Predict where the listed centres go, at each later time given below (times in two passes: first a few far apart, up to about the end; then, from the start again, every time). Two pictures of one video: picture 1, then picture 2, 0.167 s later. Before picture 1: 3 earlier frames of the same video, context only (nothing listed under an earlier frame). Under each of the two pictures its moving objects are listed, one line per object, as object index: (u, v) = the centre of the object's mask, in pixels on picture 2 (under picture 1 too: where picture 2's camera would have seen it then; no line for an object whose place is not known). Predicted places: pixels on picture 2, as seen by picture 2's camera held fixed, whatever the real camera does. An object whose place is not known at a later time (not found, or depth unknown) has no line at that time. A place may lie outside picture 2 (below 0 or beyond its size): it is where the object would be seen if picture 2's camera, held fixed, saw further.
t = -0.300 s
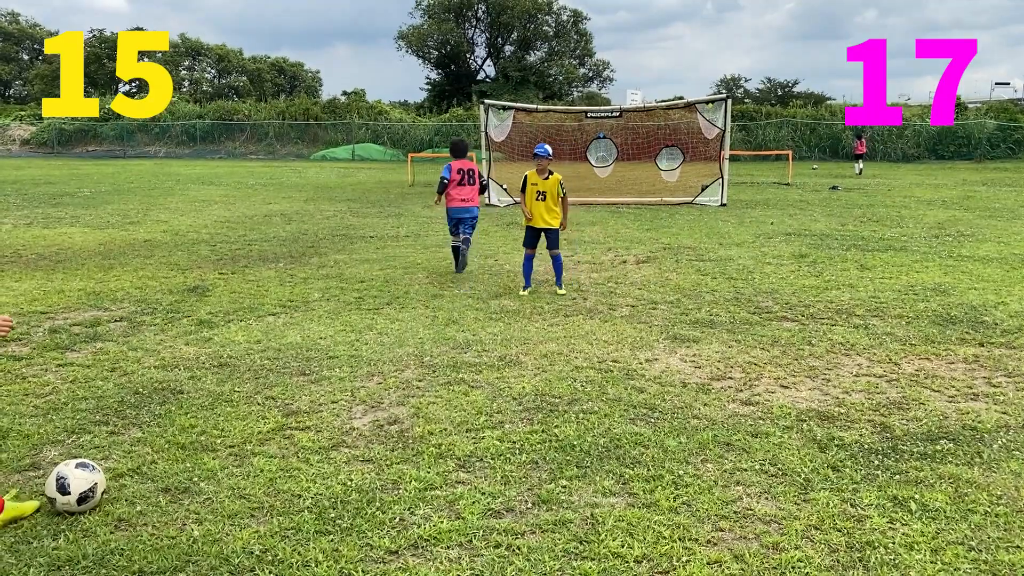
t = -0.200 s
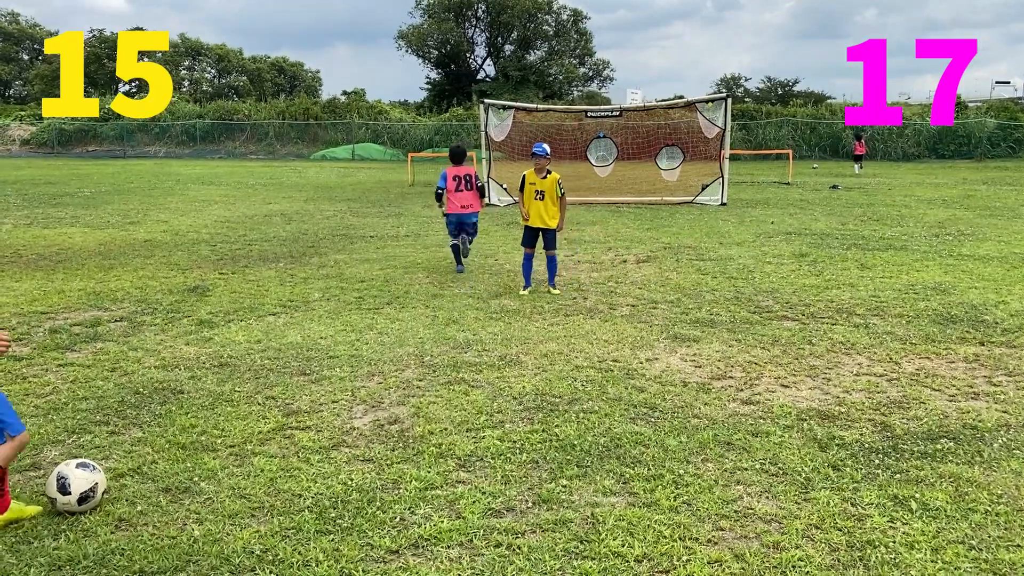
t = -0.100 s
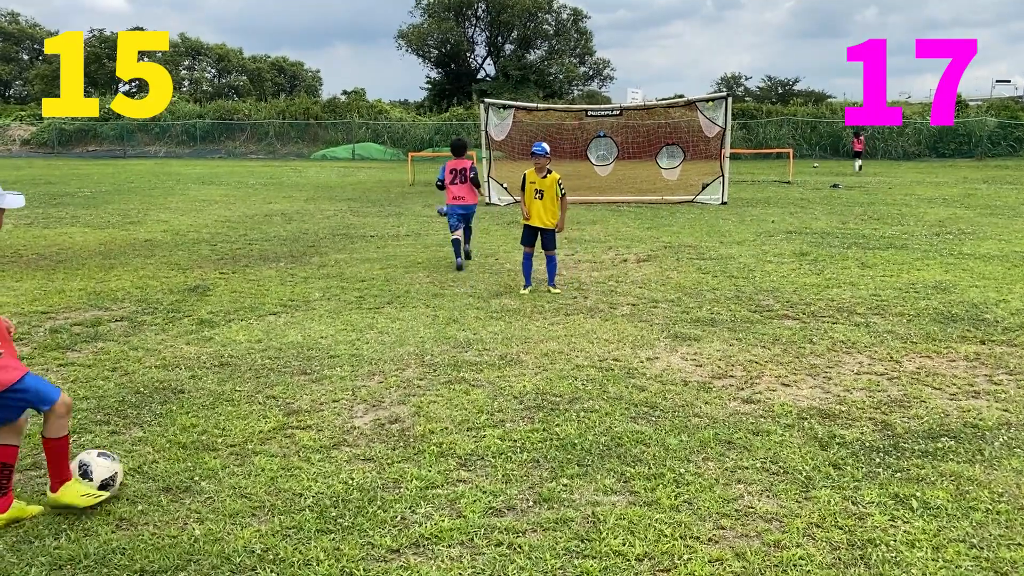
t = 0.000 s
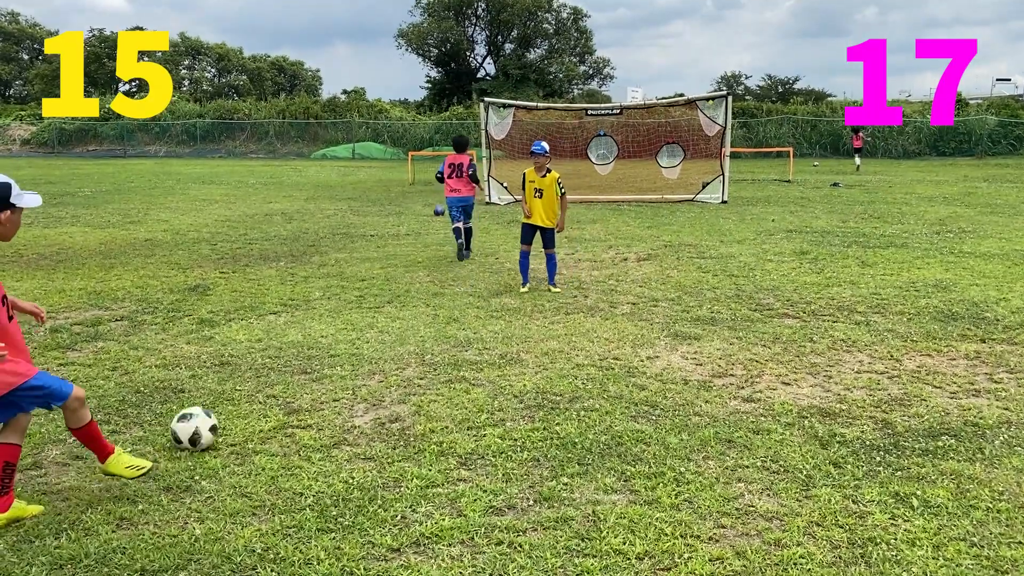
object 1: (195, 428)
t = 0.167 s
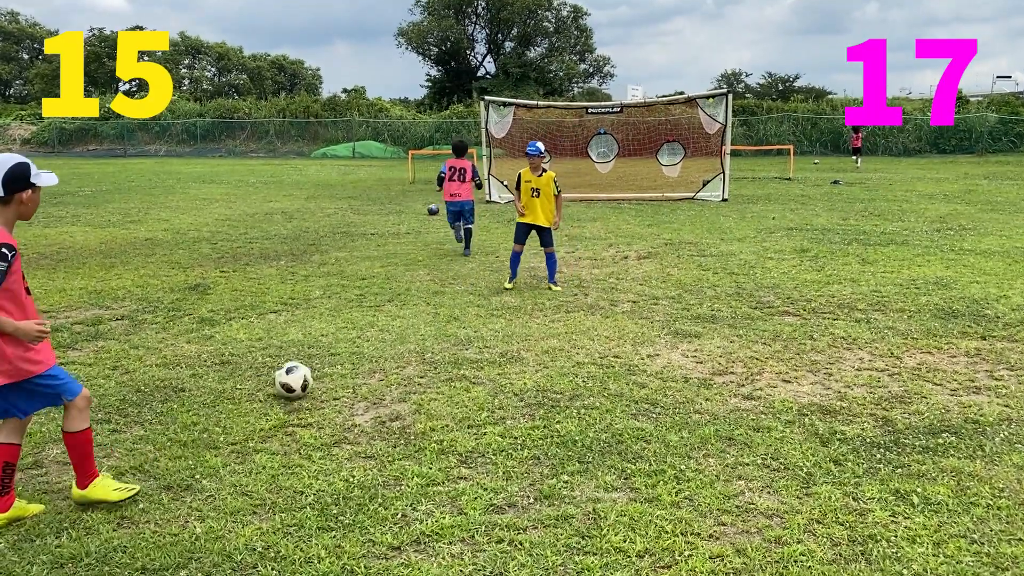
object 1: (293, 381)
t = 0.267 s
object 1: (332, 362)
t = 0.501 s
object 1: (394, 329)
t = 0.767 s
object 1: (444, 305)
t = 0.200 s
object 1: (307, 373)
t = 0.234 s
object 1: (320, 367)
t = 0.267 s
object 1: (332, 362)
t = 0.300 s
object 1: (342, 356)
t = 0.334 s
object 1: (352, 351)
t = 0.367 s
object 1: (362, 347)
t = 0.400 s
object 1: (370, 342)
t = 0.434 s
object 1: (379, 336)
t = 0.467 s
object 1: (387, 331)
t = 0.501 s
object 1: (394, 329)
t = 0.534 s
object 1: (402, 327)
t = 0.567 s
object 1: (409, 321)
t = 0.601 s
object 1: (415, 315)
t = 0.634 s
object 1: (421, 312)
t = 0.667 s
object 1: (427, 310)
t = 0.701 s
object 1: (433, 310)
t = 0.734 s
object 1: (439, 308)
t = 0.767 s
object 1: (444, 305)
